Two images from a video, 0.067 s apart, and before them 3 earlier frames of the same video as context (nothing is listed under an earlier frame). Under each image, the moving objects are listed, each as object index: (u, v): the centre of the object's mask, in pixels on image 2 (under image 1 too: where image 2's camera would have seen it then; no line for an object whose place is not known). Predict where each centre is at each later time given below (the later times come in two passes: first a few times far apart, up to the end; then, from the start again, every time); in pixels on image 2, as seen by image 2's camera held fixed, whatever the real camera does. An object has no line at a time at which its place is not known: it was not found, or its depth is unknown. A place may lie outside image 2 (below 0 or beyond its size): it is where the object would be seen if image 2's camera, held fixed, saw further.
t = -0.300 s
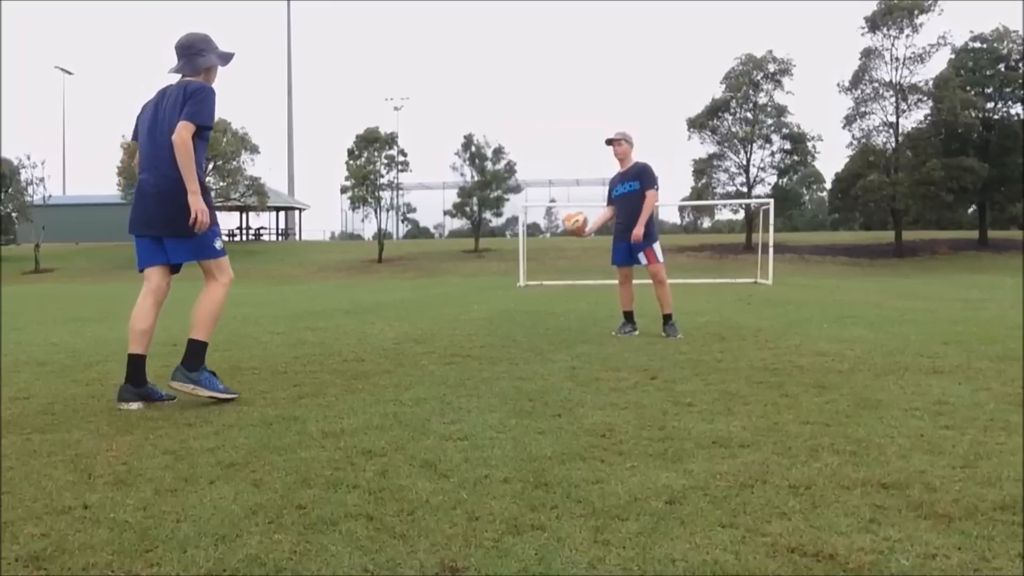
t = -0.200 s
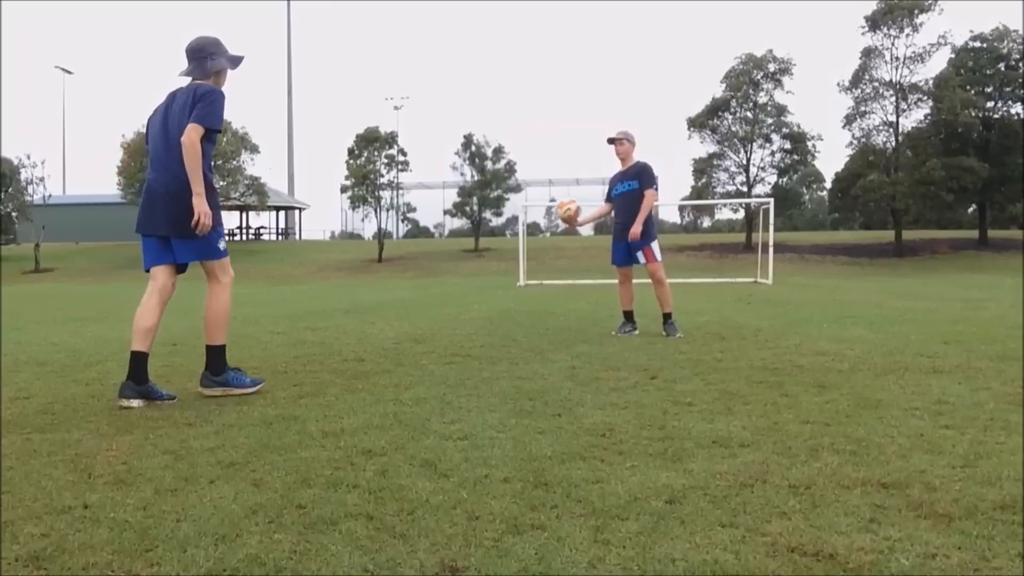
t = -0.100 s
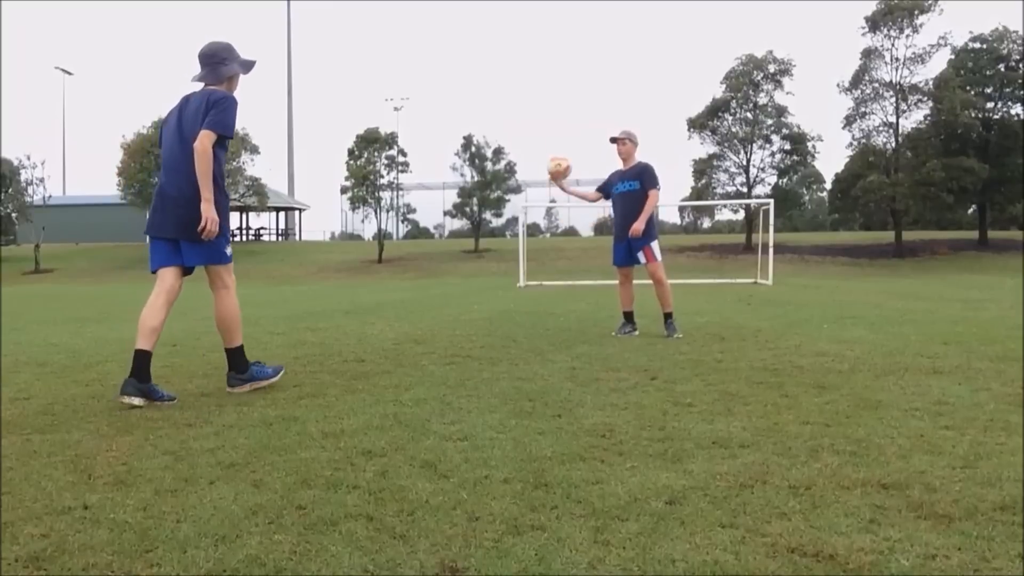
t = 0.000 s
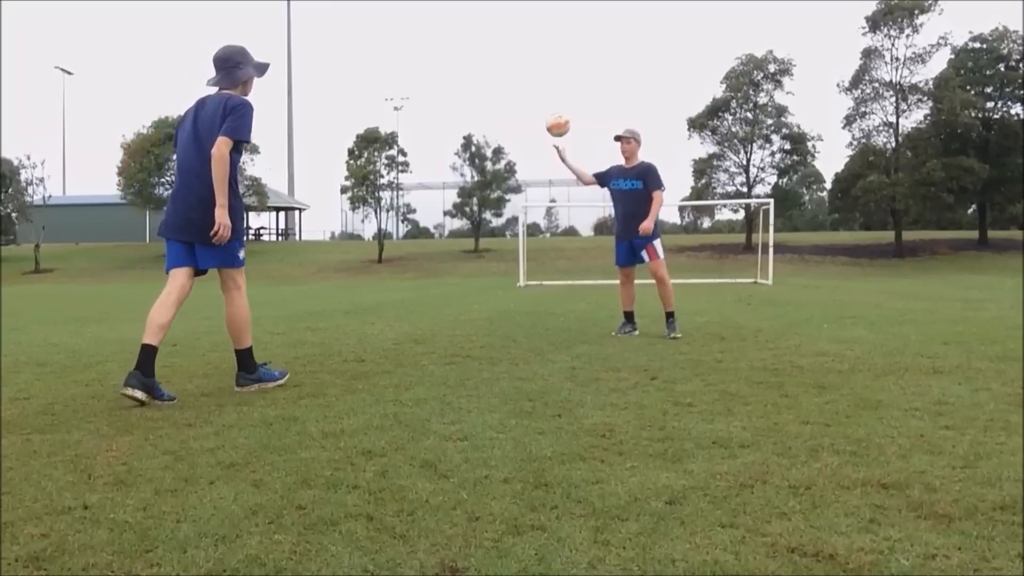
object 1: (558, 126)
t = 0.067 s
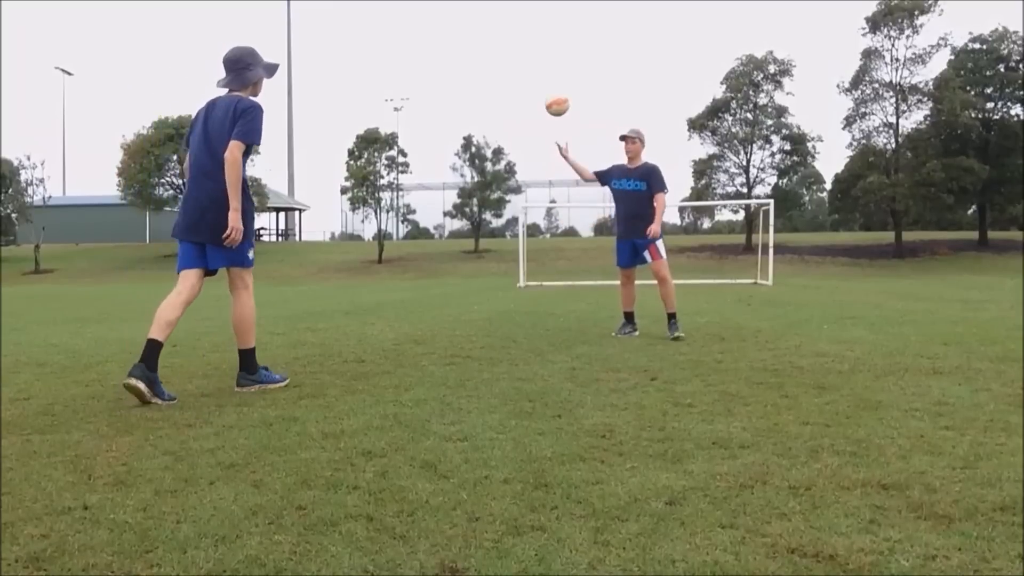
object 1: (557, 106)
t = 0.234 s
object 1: (555, 74)
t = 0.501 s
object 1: (553, 95)
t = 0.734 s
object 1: (551, 176)
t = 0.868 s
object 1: (551, 245)
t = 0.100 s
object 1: (557, 97)
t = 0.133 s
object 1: (556, 89)
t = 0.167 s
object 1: (556, 83)
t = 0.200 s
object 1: (556, 78)
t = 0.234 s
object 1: (555, 74)
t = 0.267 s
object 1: (555, 73)
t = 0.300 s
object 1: (555, 72)
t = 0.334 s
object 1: (554, 72)
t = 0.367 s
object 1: (554, 74)
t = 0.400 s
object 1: (554, 77)
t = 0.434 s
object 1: (554, 82)
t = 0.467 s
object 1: (553, 87)
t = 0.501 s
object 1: (553, 95)
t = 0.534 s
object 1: (553, 102)
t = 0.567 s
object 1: (553, 111)
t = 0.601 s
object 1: (553, 122)
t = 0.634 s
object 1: (552, 134)
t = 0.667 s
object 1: (551, 147)
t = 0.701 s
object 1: (551, 161)
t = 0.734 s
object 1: (551, 176)
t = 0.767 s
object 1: (551, 192)
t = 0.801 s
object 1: (551, 209)
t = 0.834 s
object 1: (550, 227)
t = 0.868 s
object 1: (551, 245)
